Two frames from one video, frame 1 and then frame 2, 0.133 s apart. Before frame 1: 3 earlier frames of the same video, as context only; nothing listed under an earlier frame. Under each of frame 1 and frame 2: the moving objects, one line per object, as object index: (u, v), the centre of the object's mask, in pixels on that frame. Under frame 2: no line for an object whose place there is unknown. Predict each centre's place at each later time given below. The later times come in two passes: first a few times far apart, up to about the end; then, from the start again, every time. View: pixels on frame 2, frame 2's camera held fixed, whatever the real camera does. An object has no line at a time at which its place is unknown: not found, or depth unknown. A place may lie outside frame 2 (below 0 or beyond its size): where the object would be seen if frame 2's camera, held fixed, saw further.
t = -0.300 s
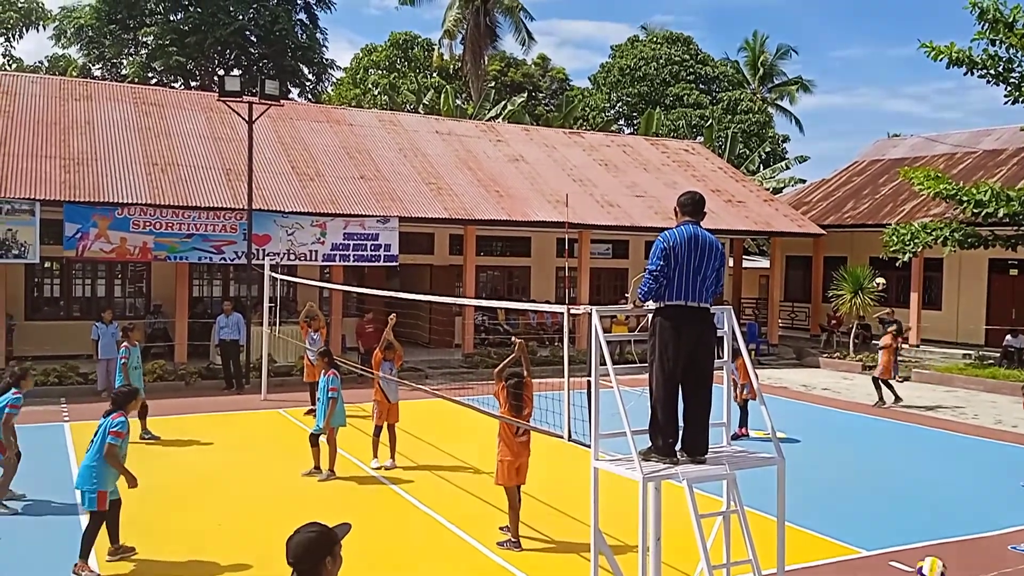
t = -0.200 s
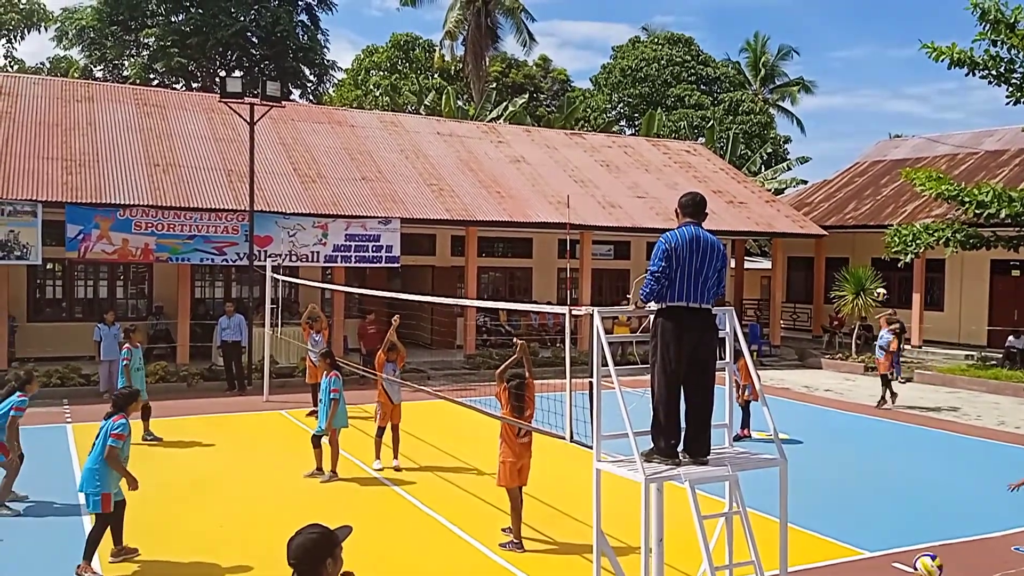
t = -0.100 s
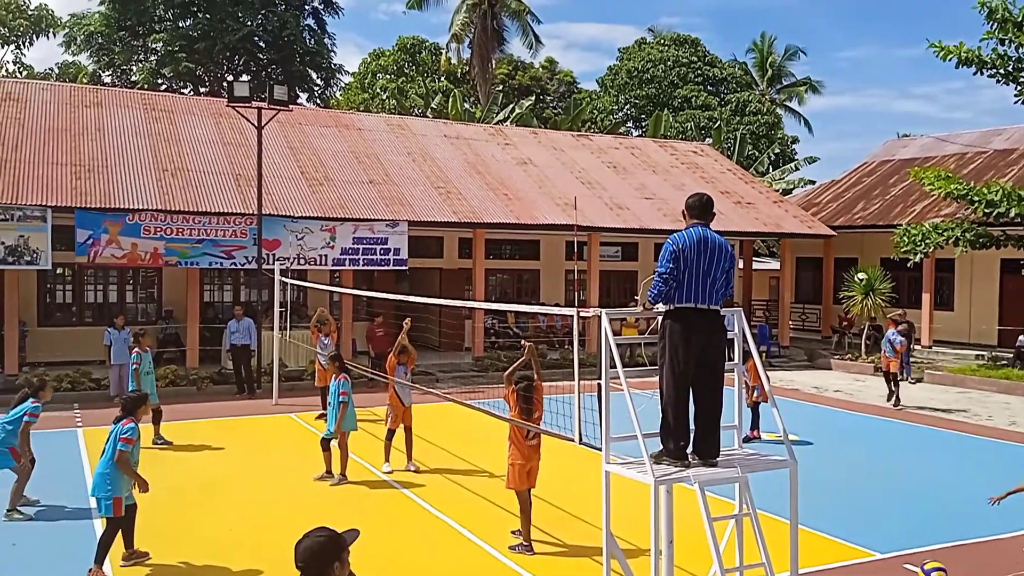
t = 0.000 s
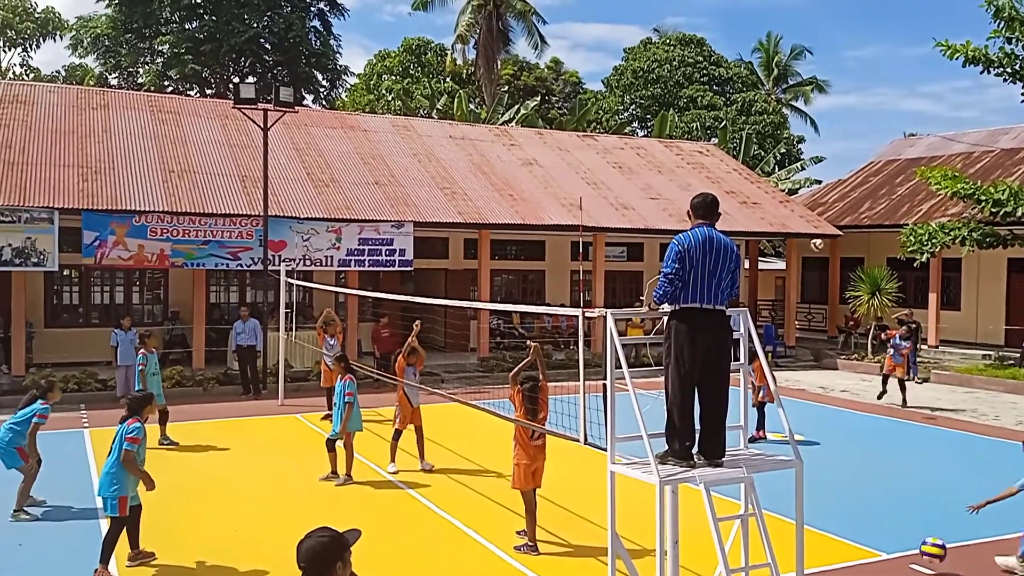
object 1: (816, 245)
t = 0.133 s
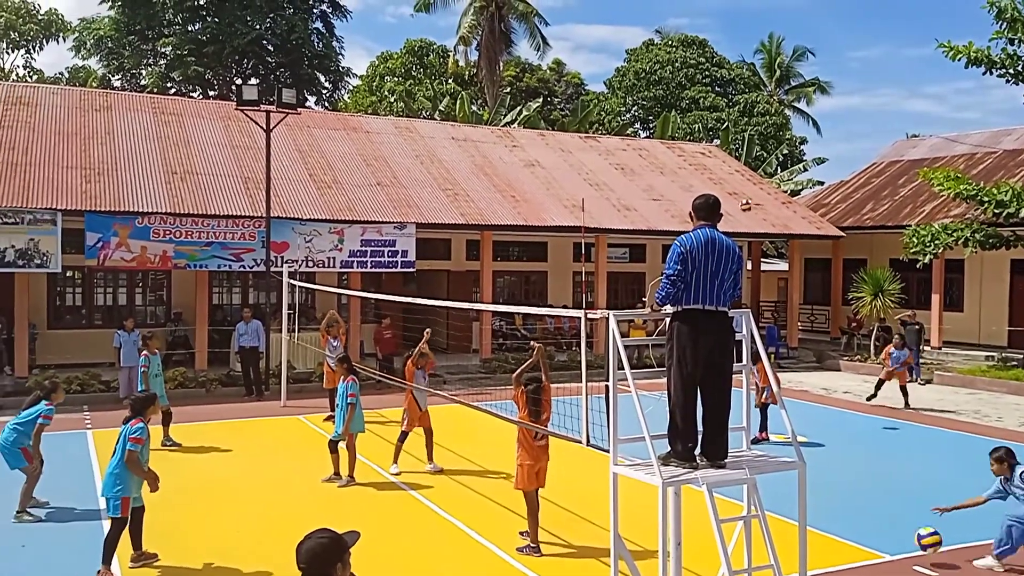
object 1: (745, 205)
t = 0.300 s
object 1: (646, 163)
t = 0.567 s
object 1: (460, 125)
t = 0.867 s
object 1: (212, 145)
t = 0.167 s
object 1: (726, 196)
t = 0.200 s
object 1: (707, 187)
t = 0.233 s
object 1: (686, 178)
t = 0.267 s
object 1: (666, 170)
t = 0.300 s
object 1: (646, 163)
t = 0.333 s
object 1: (624, 156)
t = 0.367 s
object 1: (602, 150)
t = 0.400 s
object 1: (579, 144)
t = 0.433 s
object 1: (555, 140)
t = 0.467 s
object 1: (532, 135)
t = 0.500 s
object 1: (509, 130)
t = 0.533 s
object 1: (485, 128)
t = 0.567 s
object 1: (460, 125)
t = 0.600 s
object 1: (436, 123)
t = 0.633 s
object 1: (410, 122)
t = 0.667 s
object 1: (384, 122)
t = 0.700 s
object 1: (356, 124)
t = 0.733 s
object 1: (327, 126)
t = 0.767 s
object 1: (300, 128)
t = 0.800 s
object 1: (270, 133)
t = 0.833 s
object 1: (241, 139)
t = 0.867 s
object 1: (212, 145)
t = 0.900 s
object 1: (181, 152)
